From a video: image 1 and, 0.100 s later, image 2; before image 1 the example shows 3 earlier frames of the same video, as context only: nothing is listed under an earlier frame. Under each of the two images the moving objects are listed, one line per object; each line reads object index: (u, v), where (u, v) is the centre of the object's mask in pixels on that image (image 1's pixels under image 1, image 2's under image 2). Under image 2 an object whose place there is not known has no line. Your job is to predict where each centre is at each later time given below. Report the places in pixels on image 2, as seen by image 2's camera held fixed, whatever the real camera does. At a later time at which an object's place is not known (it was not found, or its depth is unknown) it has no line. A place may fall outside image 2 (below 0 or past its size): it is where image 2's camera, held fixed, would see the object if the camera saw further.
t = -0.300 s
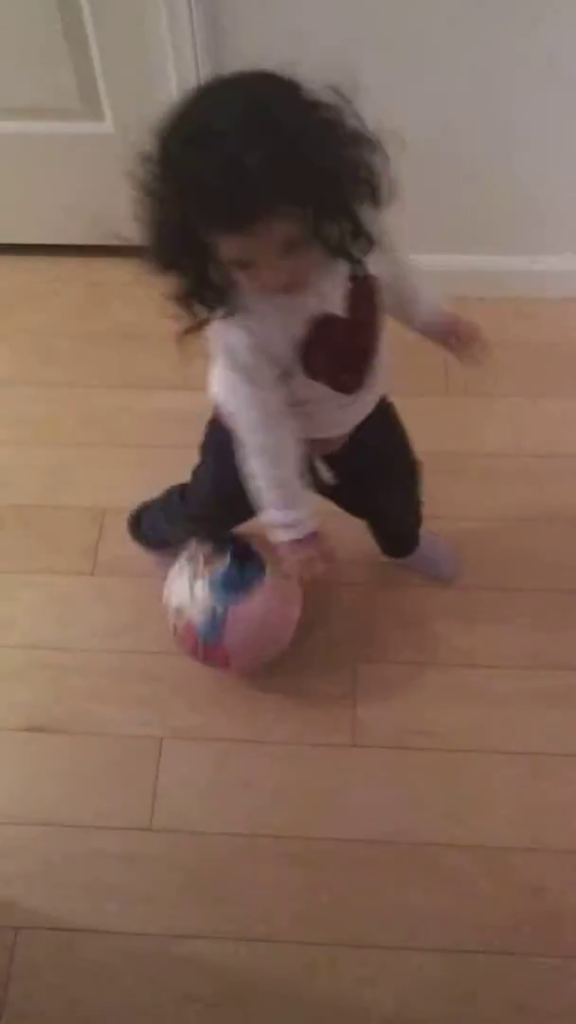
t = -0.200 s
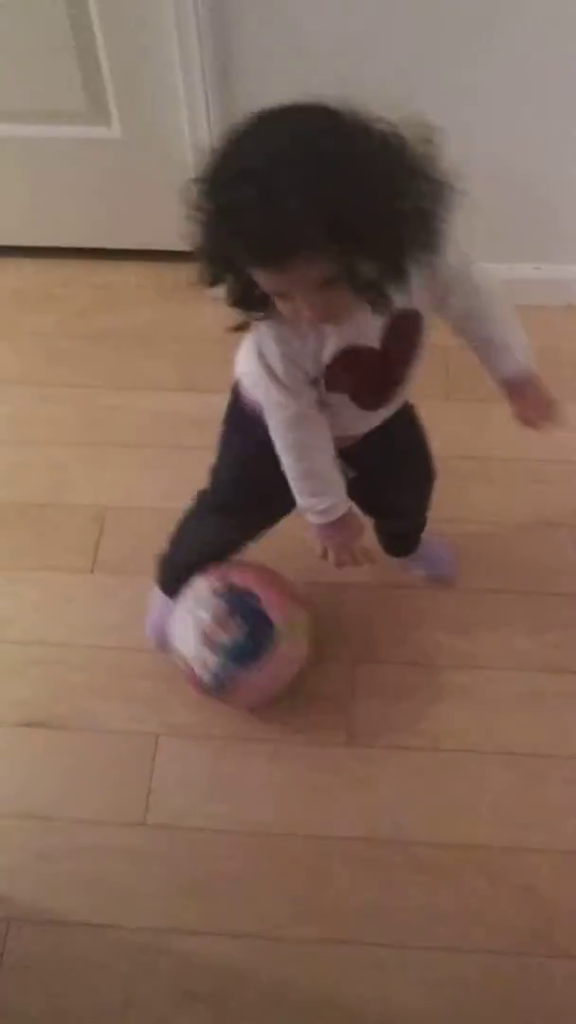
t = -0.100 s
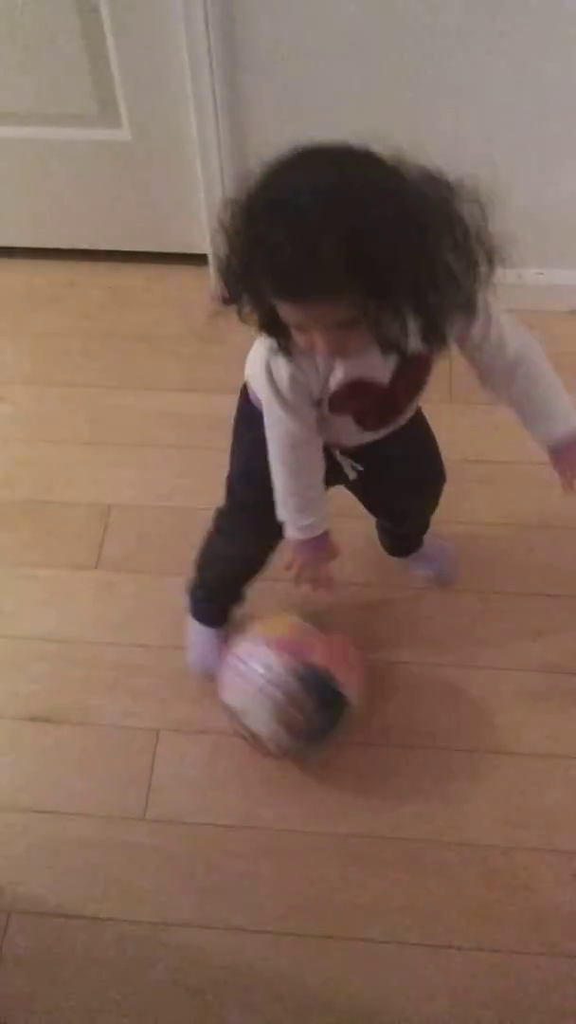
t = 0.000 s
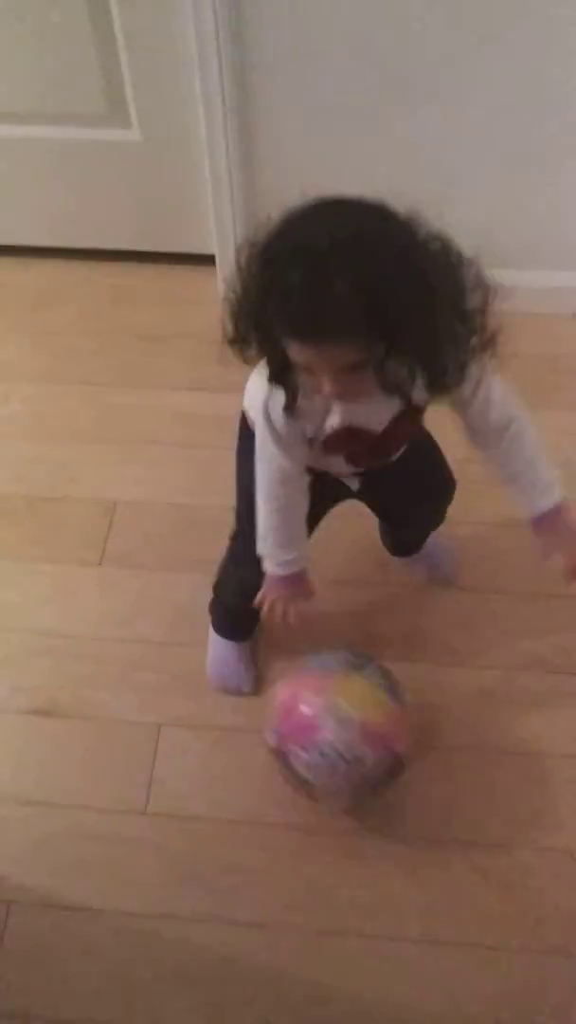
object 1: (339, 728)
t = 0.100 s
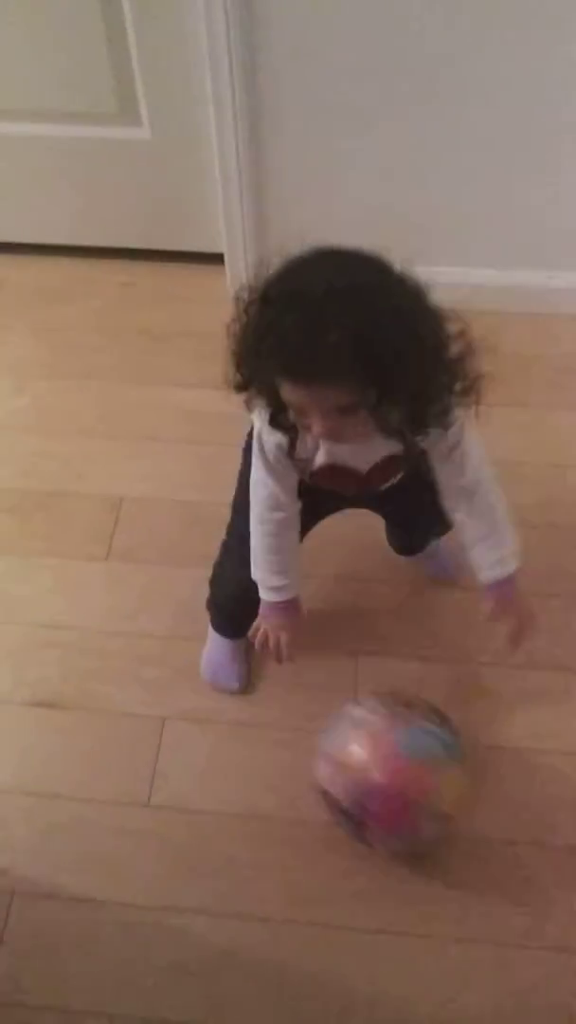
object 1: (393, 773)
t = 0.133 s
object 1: (407, 784)
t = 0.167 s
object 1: (427, 802)
